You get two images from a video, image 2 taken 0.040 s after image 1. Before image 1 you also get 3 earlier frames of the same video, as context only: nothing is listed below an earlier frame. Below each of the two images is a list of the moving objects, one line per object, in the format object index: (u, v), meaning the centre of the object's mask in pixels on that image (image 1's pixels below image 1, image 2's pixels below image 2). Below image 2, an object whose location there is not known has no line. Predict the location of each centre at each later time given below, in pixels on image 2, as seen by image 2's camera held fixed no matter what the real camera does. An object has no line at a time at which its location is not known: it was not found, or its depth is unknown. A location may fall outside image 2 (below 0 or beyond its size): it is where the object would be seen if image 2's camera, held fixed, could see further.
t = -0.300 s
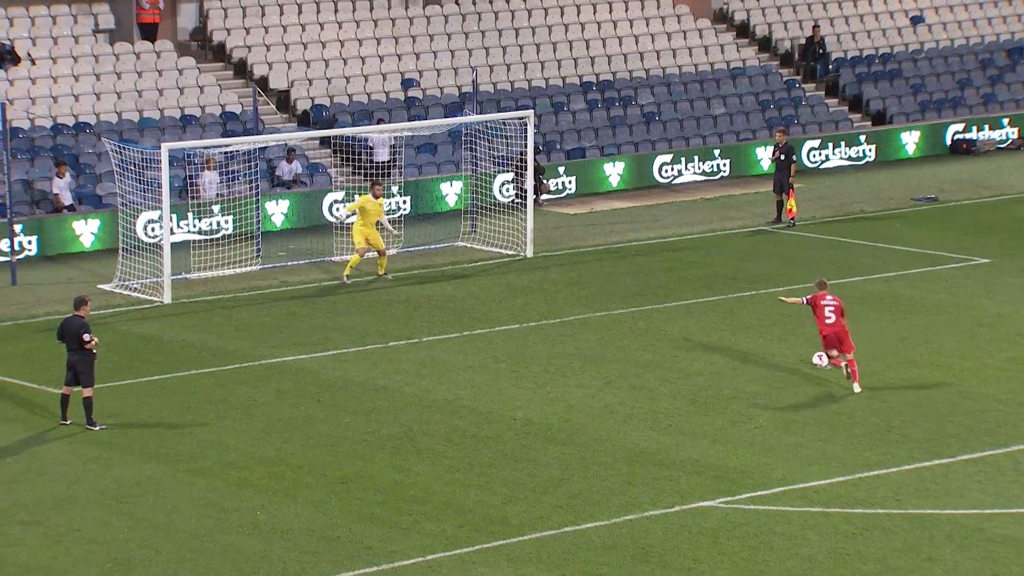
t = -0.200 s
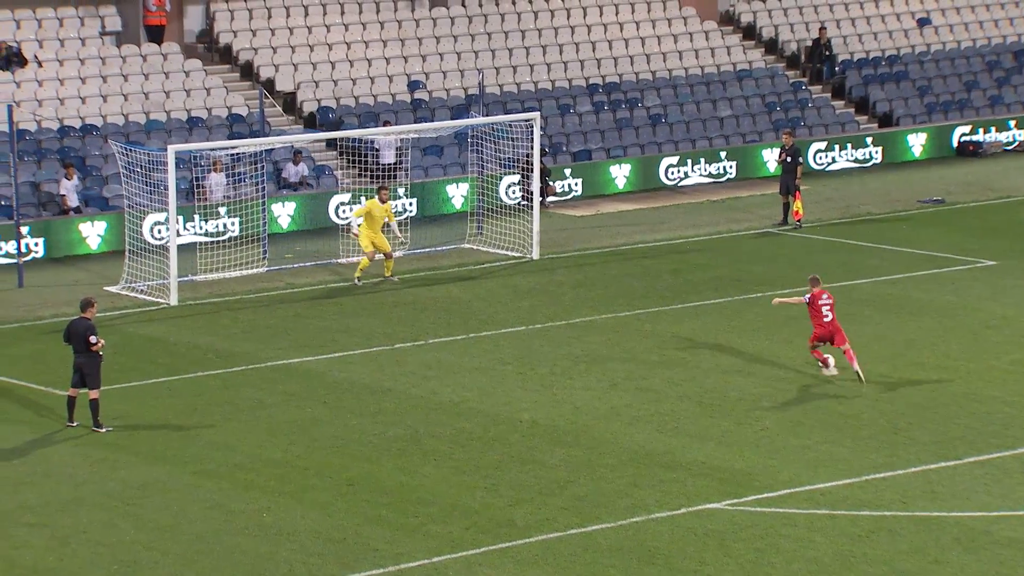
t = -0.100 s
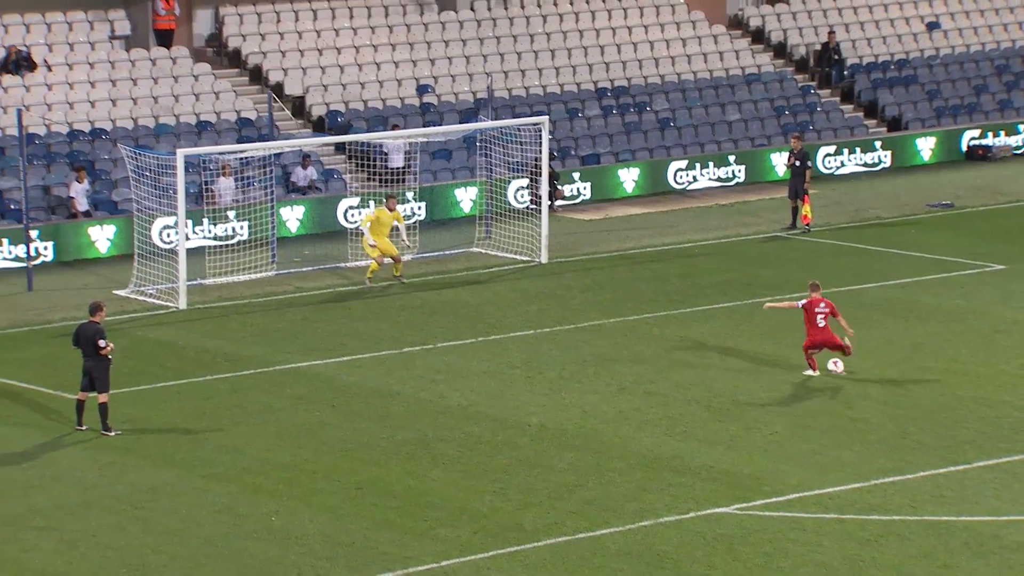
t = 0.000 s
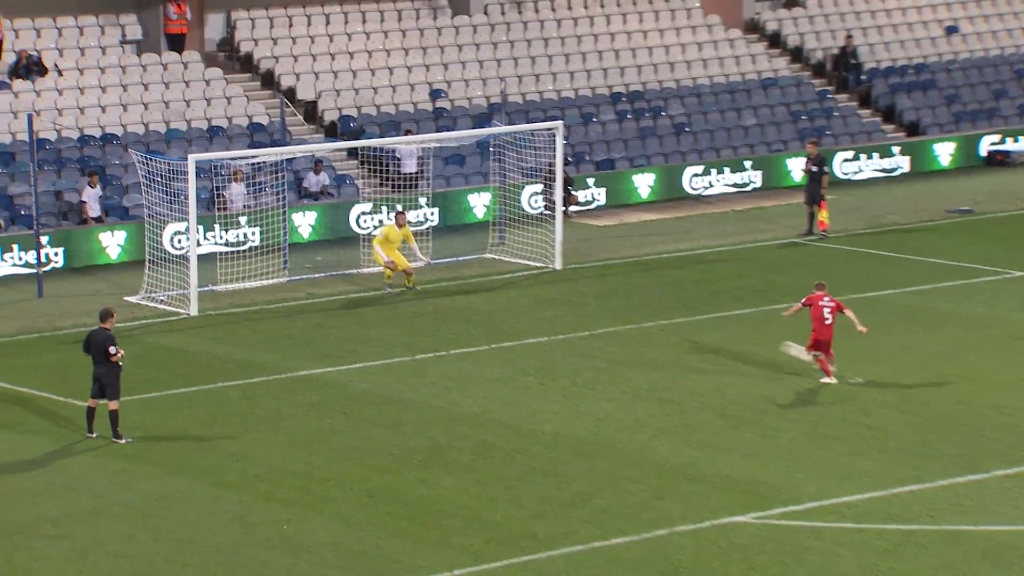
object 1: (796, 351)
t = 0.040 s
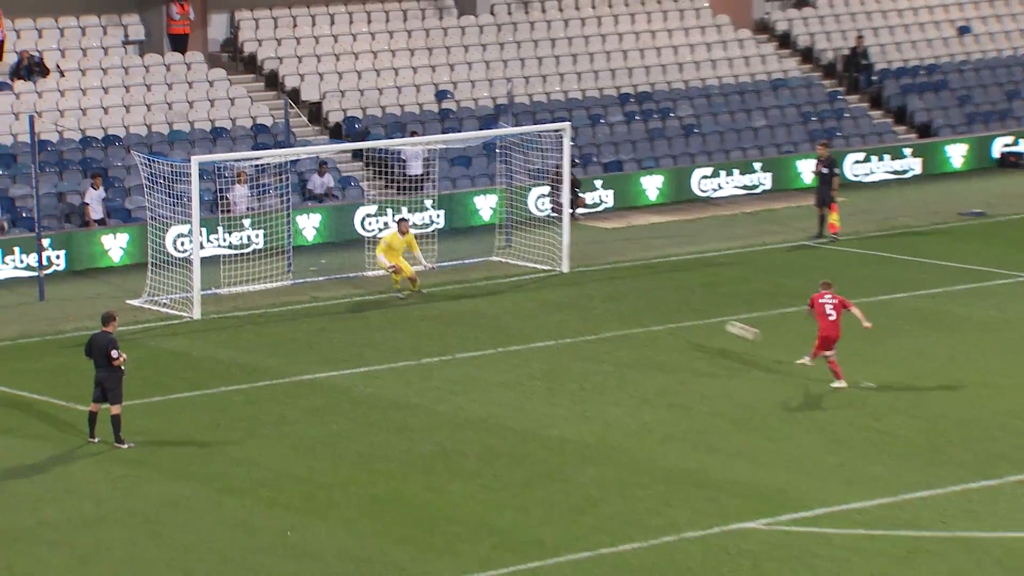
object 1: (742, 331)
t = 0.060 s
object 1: (712, 320)
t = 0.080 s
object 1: (682, 310)
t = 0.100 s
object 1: (652, 299)
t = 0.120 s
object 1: (622, 289)
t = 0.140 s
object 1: (594, 280)
